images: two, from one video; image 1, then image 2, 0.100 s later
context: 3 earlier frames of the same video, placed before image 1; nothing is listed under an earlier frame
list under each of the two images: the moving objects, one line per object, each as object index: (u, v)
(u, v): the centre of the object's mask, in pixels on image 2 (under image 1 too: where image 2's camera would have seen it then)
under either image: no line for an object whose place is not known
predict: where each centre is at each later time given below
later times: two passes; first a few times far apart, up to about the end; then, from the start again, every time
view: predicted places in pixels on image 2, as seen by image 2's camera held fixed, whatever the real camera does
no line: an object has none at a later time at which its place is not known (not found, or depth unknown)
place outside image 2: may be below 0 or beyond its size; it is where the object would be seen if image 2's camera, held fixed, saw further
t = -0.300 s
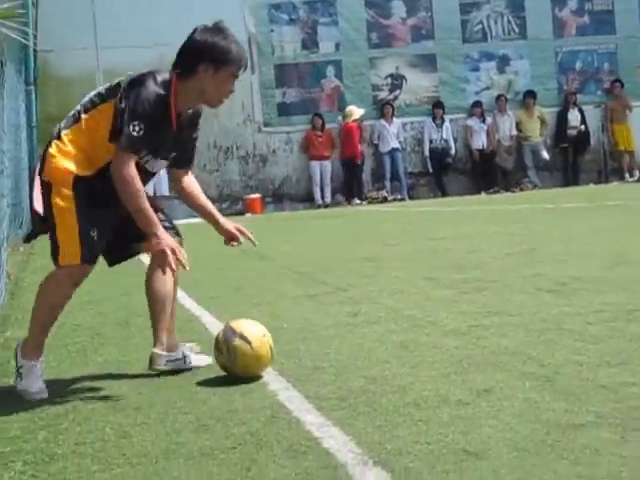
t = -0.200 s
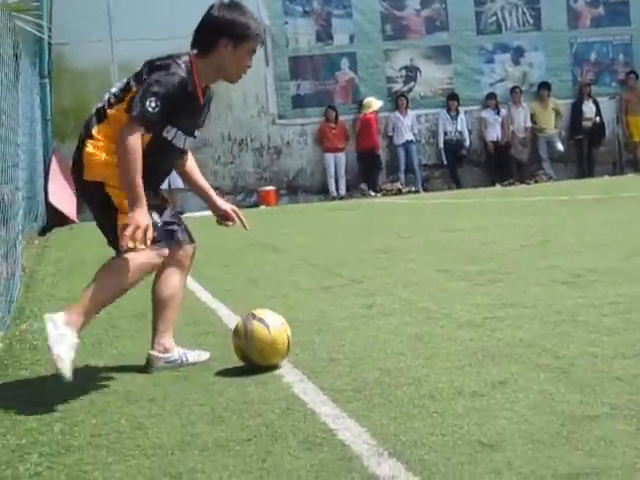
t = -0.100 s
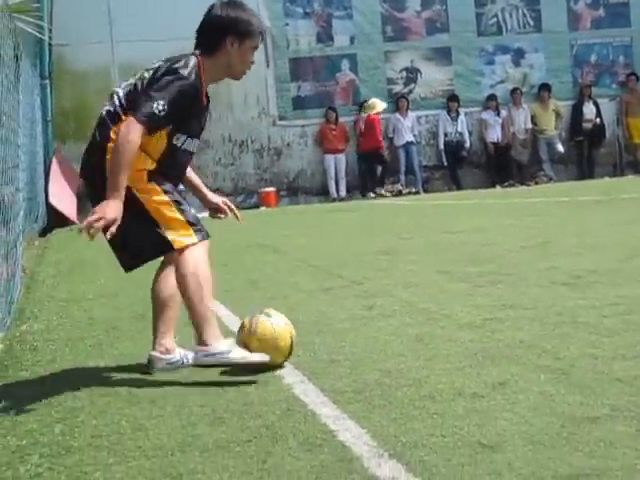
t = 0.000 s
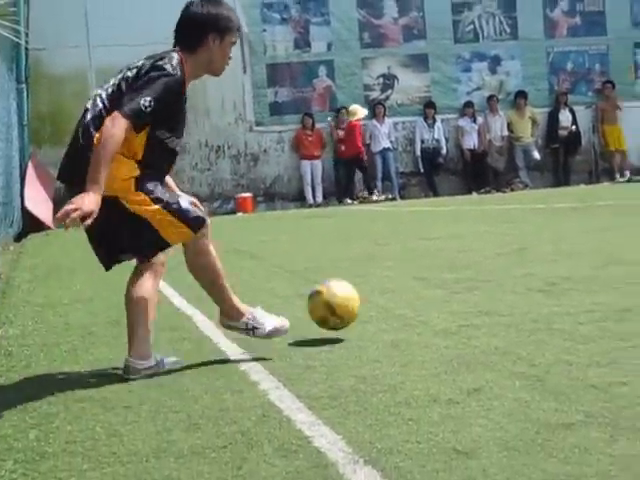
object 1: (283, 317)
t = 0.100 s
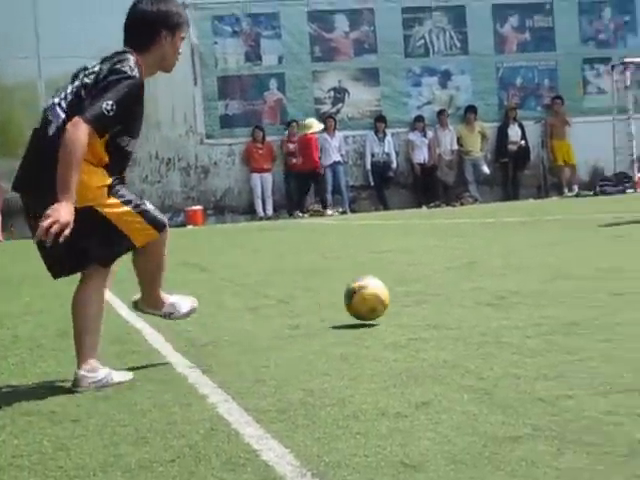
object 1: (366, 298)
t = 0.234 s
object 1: (435, 269)
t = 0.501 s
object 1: (512, 248)
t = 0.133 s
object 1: (389, 296)
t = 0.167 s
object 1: (405, 285)
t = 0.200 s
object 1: (420, 276)
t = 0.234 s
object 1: (435, 269)
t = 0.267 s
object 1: (449, 266)
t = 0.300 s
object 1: (461, 266)
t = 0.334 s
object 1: (474, 266)
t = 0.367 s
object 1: (483, 263)
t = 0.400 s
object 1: (491, 256)
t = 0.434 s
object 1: (498, 251)
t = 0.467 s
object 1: (506, 249)
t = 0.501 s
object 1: (512, 248)
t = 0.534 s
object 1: (519, 249)
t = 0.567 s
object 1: (526, 249)
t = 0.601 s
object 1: (531, 246)
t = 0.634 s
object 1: (537, 243)
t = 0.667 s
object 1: (542, 242)
